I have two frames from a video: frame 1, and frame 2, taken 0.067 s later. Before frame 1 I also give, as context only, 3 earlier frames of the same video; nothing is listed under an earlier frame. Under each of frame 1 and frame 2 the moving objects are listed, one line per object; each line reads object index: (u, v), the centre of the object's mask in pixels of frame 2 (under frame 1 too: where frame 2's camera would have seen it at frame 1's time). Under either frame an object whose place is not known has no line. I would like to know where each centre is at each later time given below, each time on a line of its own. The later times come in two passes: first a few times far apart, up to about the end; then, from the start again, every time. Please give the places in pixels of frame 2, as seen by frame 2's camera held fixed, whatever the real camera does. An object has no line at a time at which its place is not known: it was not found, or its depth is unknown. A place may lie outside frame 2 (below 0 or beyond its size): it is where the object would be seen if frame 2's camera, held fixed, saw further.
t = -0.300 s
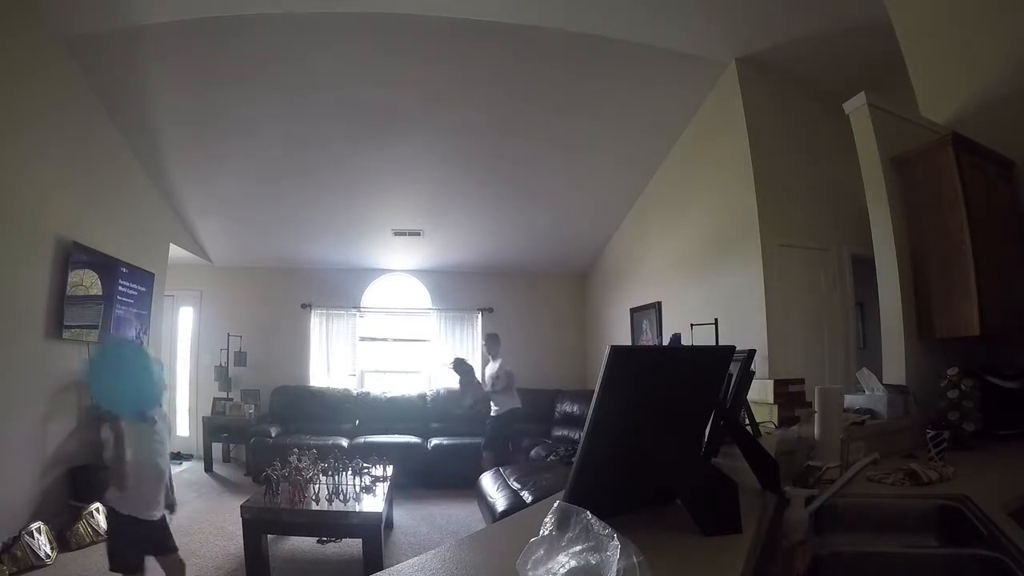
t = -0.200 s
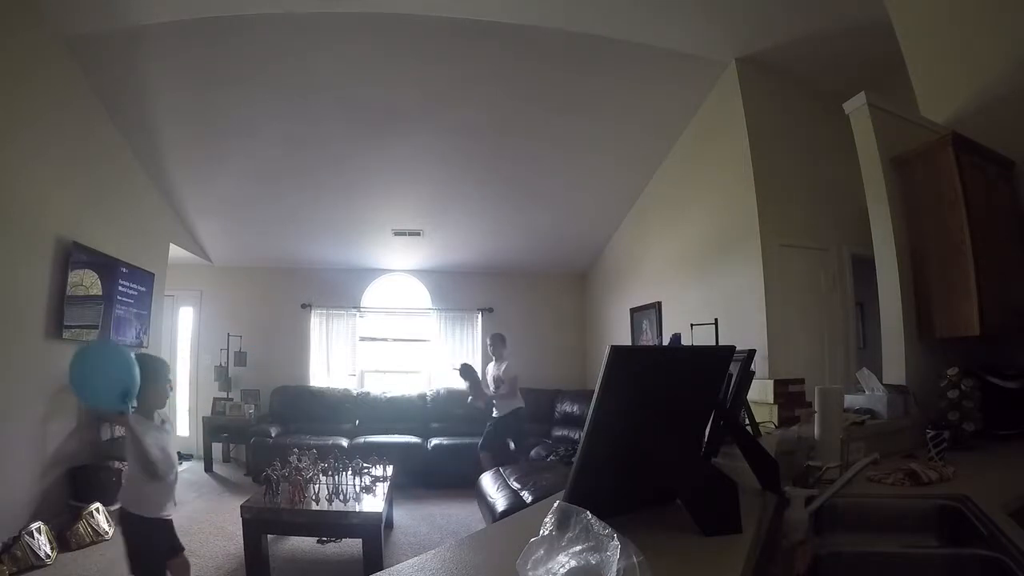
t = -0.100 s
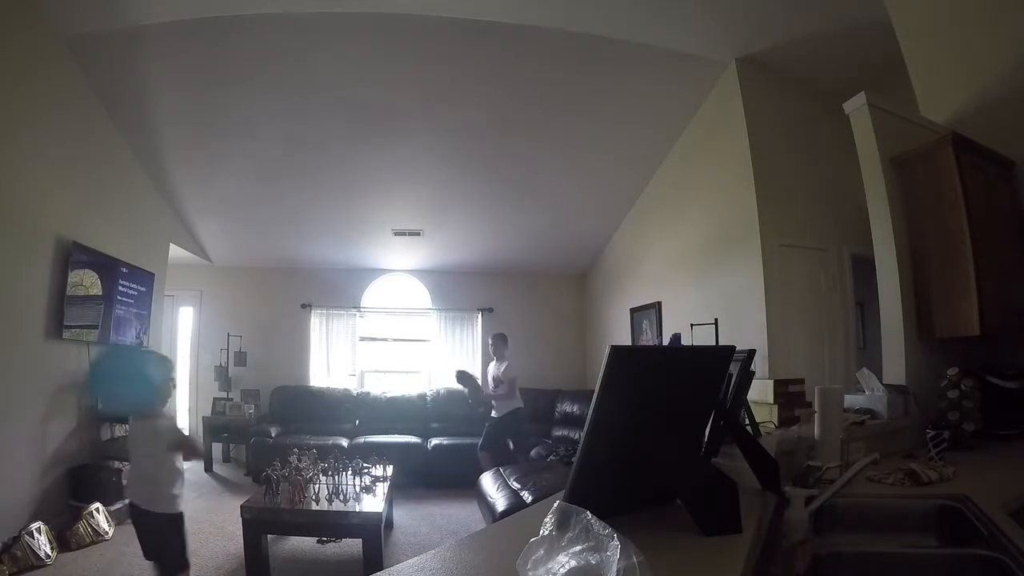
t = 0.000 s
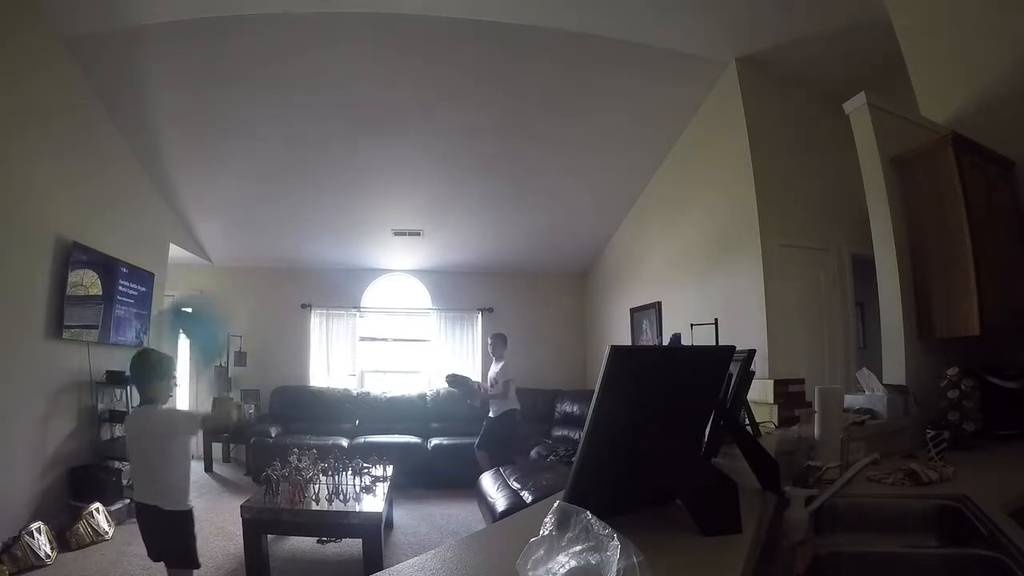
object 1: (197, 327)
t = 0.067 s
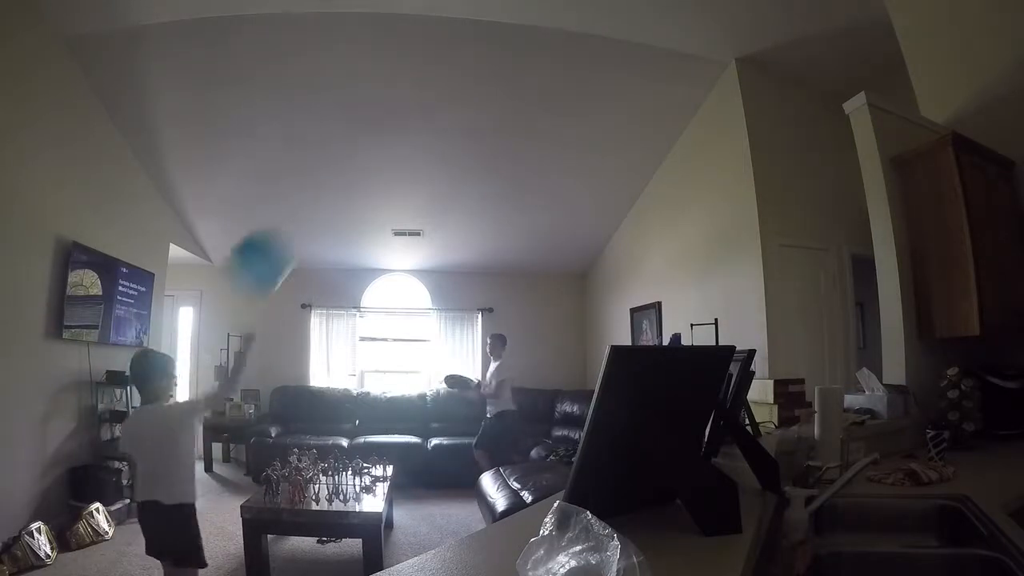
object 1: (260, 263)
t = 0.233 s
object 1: (338, 193)
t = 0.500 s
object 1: (391, 198)
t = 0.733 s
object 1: (418, 232)
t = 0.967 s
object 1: (431, 281)
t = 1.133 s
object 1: (436, 321)
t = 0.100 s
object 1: (282, 238)
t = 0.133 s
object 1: (302, 219)
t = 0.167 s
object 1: (316, 207)
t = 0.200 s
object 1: (328, 198)
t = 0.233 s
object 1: (338, 193)
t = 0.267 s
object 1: (347, 190)
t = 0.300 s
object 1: (356, 188)
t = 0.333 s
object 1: (363, 188)
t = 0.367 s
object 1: (369, 188)
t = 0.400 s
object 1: (375, 190)
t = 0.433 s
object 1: (381, 192)
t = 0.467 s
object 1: (386, 195)
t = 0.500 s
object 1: (391, 198)
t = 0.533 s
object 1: (396, 201)
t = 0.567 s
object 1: (400, 205)
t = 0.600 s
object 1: (404, 210)
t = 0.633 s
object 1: (408, 214)
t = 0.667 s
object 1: (411, 220)
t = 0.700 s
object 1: (414, 226)
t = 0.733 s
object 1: (418, 232)
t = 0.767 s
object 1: (420, 238)
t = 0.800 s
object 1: (422, 245)
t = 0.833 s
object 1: (425, 251)
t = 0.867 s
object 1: (426, 259)
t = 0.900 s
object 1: (427, 266)
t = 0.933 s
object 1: (430, 273)
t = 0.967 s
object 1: (431, 281)
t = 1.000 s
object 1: (432, 288)
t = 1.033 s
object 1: (433, 297)
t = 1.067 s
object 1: (433, 305)
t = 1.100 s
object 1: (435, 313)
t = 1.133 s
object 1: (436, 321)
